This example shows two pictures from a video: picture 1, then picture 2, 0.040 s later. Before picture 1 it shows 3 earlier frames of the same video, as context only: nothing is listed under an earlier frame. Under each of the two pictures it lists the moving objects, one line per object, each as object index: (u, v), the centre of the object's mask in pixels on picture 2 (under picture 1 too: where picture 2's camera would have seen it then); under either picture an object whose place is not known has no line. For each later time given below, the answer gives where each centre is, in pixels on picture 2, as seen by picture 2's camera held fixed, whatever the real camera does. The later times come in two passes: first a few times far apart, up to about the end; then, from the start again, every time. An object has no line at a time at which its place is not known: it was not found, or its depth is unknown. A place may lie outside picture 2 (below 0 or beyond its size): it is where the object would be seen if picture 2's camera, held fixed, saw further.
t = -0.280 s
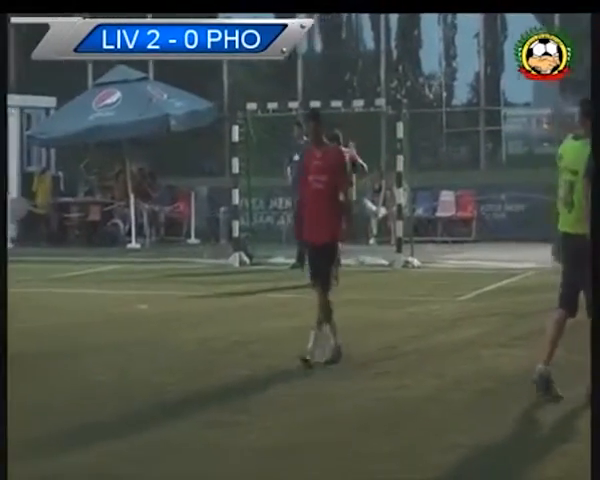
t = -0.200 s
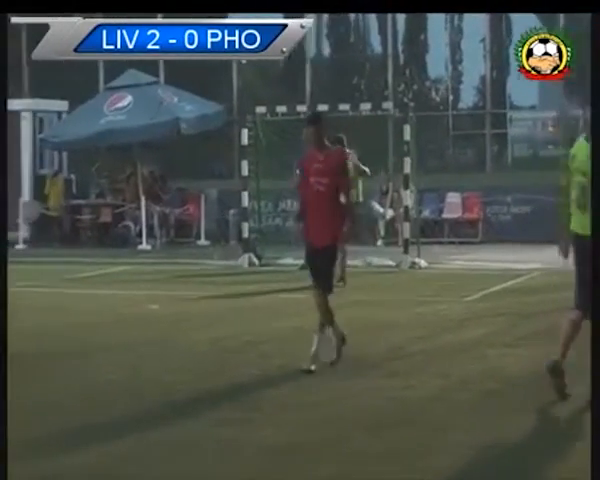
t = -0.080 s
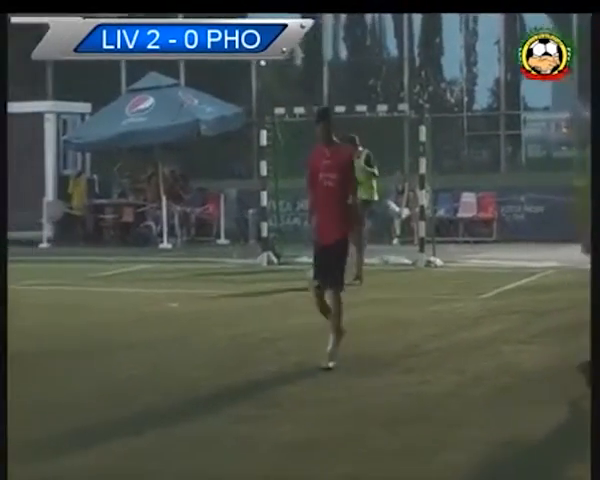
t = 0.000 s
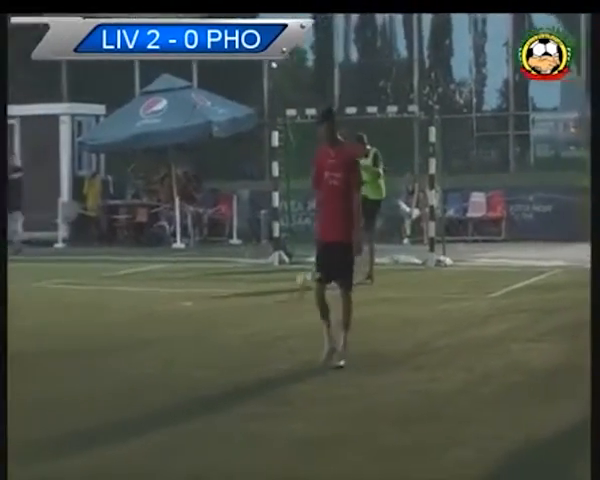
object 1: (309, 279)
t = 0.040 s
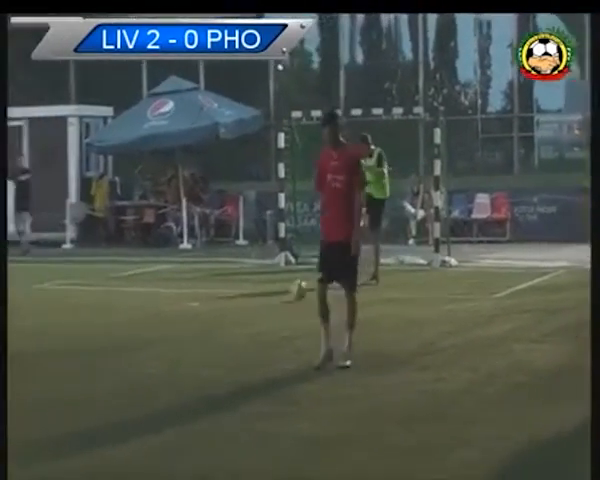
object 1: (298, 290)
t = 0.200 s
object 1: (258, 294)
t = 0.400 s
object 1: (205, 311)
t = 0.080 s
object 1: (288, 291)
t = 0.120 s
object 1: (280, 290)
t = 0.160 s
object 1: (269, 291)
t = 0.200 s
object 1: (258, 294)
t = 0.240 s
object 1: (248, 299)
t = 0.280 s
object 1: (236, 307)
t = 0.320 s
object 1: (226, 309)
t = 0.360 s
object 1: (215, 311)
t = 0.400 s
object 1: (205, 311)
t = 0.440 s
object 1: (194, 316)
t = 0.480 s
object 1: (182, 323)
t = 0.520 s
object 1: (172, 325)
